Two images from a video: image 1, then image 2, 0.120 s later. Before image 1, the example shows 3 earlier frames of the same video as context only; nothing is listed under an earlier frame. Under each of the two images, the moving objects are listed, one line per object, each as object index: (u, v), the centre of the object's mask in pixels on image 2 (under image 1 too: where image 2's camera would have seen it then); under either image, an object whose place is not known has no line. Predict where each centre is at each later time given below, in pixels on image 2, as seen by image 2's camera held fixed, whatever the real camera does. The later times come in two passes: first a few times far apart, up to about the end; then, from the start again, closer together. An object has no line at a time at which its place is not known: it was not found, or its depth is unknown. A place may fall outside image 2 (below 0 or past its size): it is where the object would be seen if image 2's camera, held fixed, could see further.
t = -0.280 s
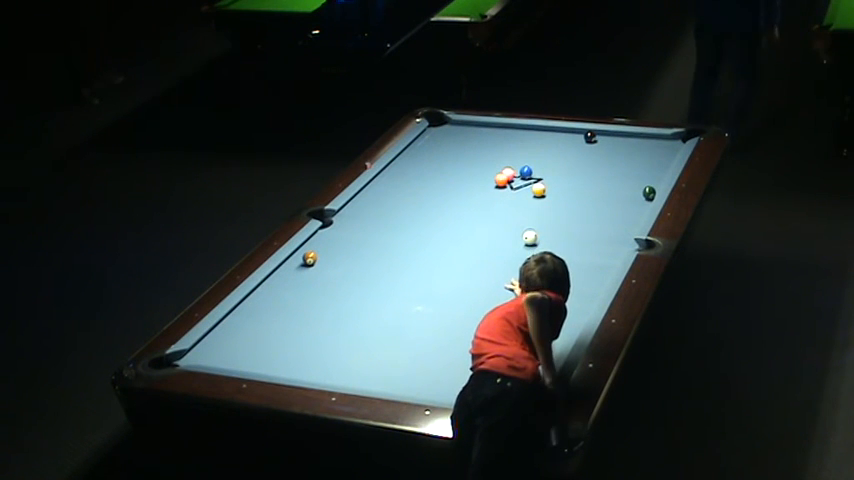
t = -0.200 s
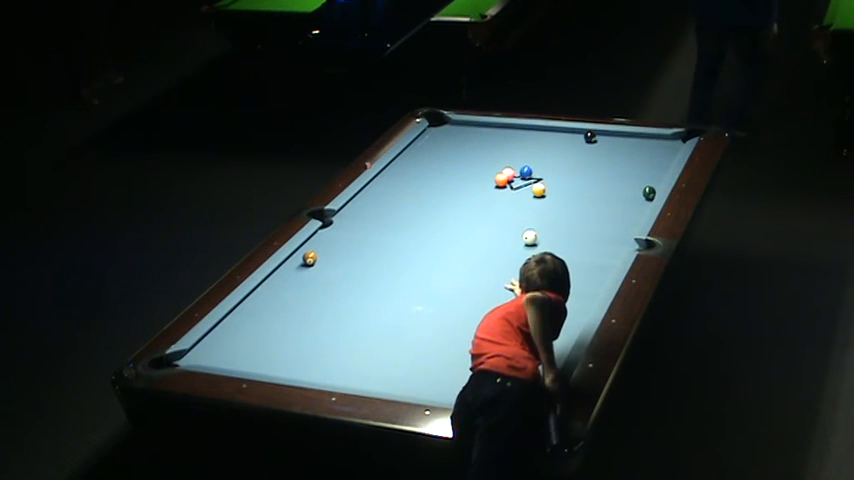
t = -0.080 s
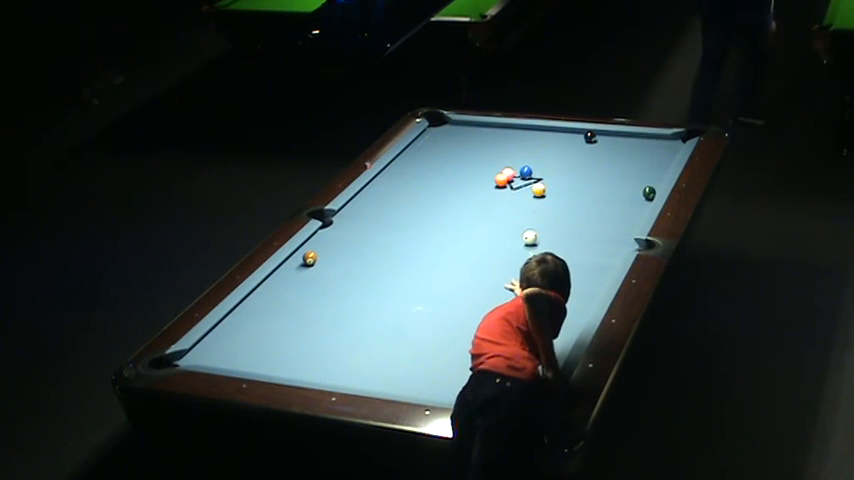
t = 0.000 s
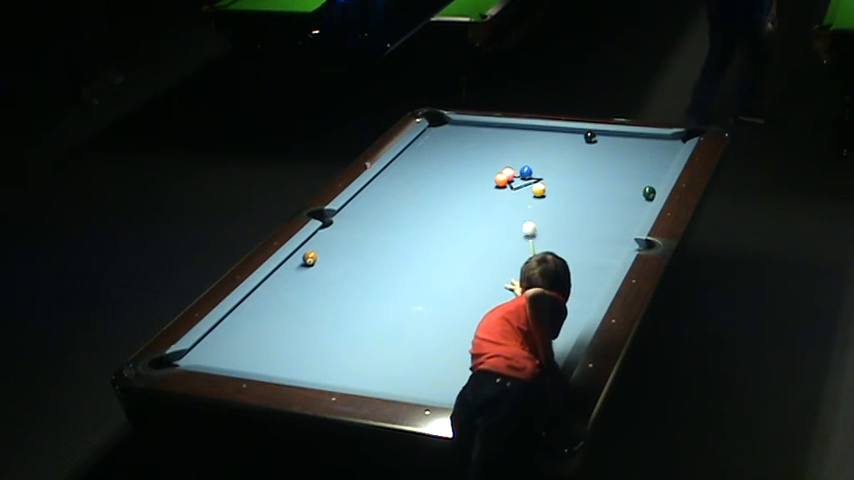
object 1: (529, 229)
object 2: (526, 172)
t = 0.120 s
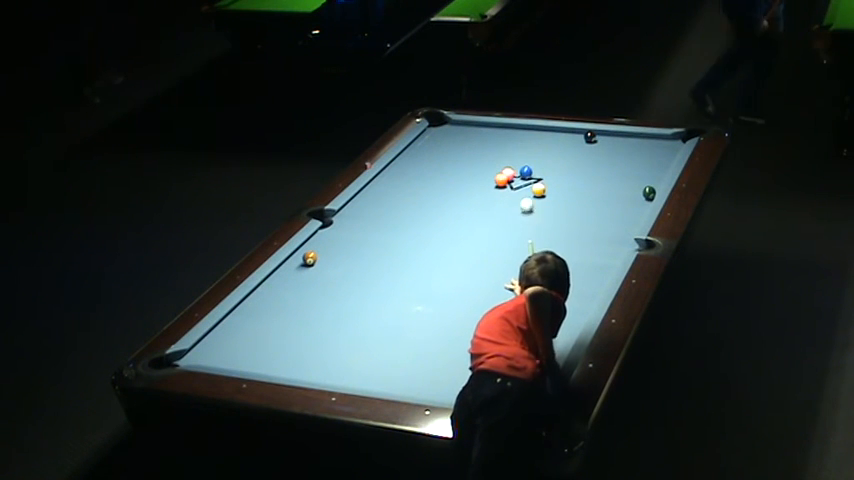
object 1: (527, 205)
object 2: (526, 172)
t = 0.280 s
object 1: (524, 181)
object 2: (526, 170)
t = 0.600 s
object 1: (519, 175)
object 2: (530, 154)
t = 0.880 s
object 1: (520, 175)
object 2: (534, 139)
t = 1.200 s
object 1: (520, 174)
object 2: (531, 132)
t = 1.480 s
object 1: (520, 174)
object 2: (519, 138)
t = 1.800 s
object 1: (520, 174)
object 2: (505, 146)
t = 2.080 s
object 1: (521, 172)
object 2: (494, 153)
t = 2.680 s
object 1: (520, 174)
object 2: (470, 164)
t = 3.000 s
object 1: (520, 174)
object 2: (460, 173)
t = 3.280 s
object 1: (520, 174)
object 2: (451, 177)
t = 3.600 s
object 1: (520, 174)
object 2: (442, 183)
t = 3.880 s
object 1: (520, 174)
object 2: (434, 187)
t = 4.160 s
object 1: (520, 175)
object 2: (428, 191)
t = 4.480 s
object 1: (520, 174)
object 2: (421, 195)
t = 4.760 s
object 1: (520, 175)
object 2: (416, 198)
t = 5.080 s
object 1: (520, 174)
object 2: (411, 201)
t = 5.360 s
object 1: (520, 174)
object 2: (408, 202)
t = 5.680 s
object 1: (520, 174)
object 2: (406, 204)
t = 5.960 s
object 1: (520, 174)
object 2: (405, 205)
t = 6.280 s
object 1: (520, 174)
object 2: (405, 205)
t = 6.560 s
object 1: (520, 174)
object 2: (405, 205)
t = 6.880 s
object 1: (520, 174)
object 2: (405, 205)
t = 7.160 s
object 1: (520, 174)
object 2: (405, 205)
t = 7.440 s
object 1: (520, 175)
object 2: (405, 205)
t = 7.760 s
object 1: (520, 175)
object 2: (405, 205)
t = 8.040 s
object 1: (520, 175)
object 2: (405, 205)
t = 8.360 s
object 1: (520, 175)
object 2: (405, 205)
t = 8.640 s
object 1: (520, 174)
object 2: (405, 205)
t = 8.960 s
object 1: (520, 174)
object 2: (405, 205)
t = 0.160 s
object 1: (526, 199)
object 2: (525, 172)
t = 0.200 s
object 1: (526, 193)
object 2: (525, 172)
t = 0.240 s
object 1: (524, 187)
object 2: (525, 172)
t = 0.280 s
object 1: (524, 181)
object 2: (526, 170)
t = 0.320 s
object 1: (523, 177)
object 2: (527, 169)
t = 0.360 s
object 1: (522, 176)
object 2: (527, 167)
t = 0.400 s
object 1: (521, 176)
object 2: (528, 166)
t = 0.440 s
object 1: (520, 177)
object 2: (528, 163)
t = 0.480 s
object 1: (520, 176)
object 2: (528, 161)
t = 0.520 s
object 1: (520, 176)
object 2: (529, 159)
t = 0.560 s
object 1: (519, 176)
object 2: (529, 156)
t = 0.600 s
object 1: (519, 175)
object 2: (530, 154)
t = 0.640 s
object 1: (519, 175)
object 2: (531, 152)
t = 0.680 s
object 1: (520, 175)
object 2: (531, 149)
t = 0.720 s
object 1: (519, 175)
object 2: (532, 147)
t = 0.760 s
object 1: (519, 175)
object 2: (532, 145)
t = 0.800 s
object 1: (520, 175)
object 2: (533, 142)
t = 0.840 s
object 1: (520, 175)
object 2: (533, 140)
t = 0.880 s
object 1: (520, 175)
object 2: (534, 139)
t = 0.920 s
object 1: (520, 175)
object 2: (534, 136)
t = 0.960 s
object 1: (520, 175)
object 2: (535, 134)
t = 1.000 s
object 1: (520, 175)
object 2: (535, 133)
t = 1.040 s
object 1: (520, 175)
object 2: (536, 130)
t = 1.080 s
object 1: (520, 175)
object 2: (537, 129)
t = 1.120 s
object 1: (520, 175)
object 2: (535, 129)
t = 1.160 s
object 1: (520, 175)
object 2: (533, 130)
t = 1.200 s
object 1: (520, 174)
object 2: (531, 132)
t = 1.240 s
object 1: (520, 174)
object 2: (530, 133)
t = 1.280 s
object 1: (520, 174)
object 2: (528, 133)
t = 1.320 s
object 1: (520, 174)
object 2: (526, 134)
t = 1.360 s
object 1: (520, 174)
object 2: (524, 135)
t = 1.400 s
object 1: (520, 174)
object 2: (522, 137)
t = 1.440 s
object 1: (520, 174)
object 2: (520, 137)
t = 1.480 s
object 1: (520, 174)
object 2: (519, 138)
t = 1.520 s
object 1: (520, 174)
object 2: (517, 139)
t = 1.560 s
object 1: (520, 174)
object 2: (515, 140)
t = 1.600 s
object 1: (520, 174)
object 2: (514, 141)
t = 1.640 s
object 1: (520, 174)
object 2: (512, 142)
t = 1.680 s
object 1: (520, 174)
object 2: (511, 143)
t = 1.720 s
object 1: (520, 174)
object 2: (509, 144)
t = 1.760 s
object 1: (520, 174)
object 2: (507, 145)
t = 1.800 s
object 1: (520, 174)
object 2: (505, 146)
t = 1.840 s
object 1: (520, 174)
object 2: (504, 147)
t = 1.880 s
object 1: (520, 174)
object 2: (502, 148)
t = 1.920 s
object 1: (520, 174)
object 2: (500, 149)
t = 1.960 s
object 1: (520, 174)
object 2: (499, 150)
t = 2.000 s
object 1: (520, 174)
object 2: (497, 151)
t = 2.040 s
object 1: (521, 173)
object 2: (496, 152)
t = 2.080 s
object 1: (521, 172)
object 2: (494, 153)
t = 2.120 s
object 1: (521, 171)
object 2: (492, 154)
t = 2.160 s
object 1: (522, 170)
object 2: (491, 155)
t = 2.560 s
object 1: (522, 174)
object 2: (475, 162)
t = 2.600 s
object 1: (521, 174)
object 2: (473, 163)
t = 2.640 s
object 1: (521, 174)
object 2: (472, 163)
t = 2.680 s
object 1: (520, 174)
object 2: (470, 164)
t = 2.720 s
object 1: (520, 174)
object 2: (469, 167)
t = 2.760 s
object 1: (520, 174)
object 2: (468, 168)
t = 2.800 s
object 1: (520, 174)
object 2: (467, 168)
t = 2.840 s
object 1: (520, 174)
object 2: (465, 169)
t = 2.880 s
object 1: (520, 174)
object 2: (464, 170)
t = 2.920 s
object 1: (520, 174)
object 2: (463, 171)
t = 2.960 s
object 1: (520, 174)
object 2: (461, 172)
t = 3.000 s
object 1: (520, 174)
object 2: (460, 173)
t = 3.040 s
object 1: (520, 174)
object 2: (459, 173)
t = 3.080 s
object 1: (520, 174)
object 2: (457, 174)
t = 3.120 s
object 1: (520, 174)
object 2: (456, 175)
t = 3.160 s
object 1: (520, 174)
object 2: (455, 175)
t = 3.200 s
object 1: (520, 174)
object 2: (454, 176)
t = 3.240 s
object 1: (520, 174)
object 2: (453, 177)
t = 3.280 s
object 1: (520, 174)
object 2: (451, 177)
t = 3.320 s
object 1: (520, 174)
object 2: (450, 178)
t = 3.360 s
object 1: (520, 174)
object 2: (449, 179)
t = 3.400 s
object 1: (520, 174)
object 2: (448, 180)
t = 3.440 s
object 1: (520, 174)
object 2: (447, 181)
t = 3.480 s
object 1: (520, 174)
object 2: (446, 181)
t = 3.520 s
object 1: (520, 174)
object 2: (444, 182)
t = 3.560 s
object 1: (520, 174)
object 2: (443, 182)
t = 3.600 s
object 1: (520, 174)
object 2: (442, 183)
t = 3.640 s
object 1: (520, 174)
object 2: (441, 183)
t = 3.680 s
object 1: (520, 174)
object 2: (440, 184)
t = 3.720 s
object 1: (520, 174)
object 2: (438, 185)
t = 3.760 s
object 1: (520, 174)
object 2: (437, 186)
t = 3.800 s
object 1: (520, 175)
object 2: (436, 186)
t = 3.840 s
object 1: (520, 174)
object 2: (435, 187)
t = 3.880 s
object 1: (520, 174)
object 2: (434, 187)
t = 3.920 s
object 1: (520, 174)
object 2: (433, 188)
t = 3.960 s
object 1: (520, 174)
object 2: (432, 189)
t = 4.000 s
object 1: (520, 174)
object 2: (431, 189)
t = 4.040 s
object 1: (520, 175)
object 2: (430, 190)
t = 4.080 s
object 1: (520, 174)
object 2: (429, 190)
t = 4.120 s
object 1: (520, 174)
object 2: (429, 191)
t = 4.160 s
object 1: (520, 175)
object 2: (428, 191)
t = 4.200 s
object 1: (520, 175)
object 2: (427, 192)
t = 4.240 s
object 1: (520, 174)
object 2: (426, 192)
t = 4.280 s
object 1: (520, 175)
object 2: (425, 193)
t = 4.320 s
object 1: (520, 175)
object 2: (424, 193)
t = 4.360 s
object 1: (520, 175)
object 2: (424, 194)
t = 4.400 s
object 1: (520, 175)
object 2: (423, 194)
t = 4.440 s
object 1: (520, 174)
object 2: (422, 195)
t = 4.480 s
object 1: (520, 174)
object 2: (421, 195)
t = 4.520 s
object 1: (520, 174)
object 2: (420, 196)
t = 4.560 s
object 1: (520, 175)
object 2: (420, 196)
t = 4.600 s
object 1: (520, 175)
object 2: (419, 197)
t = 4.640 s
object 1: (520, 175)
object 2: (418, 197)
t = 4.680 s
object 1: (520, 175)
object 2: (417, 197)
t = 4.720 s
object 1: (520, 175)
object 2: (417, 197)
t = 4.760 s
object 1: (520, 175)
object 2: (416, 198)
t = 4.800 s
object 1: (520, 175)
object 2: (416, 198)
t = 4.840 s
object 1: (520, 175)
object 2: (415, 199)
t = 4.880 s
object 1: (520, 175)
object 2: (414, 199)
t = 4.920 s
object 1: (520, 174)
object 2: (414, 199)
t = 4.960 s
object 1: (520, 174)
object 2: (413, 200)
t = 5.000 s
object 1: (520, 174)
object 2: (413, 200)
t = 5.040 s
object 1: (520, 174)
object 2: (412, 200)
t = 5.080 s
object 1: (520, 174)
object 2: (411, 201)
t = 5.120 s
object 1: (520, 174)
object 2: (411, 201)
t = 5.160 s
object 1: (520, 174)
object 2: (411, 201)
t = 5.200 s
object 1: (520, 174)
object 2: (410, 201)
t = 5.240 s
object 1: (520, 174)
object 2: (410, 201)
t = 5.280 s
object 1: (520, 174)
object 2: (409, 202)
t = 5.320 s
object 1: (520, 174)
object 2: (409, 202)
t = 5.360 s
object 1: (520, 174)
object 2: (408, 202)
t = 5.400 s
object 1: (520, 174)
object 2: (408, 203)
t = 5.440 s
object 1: (520, 174)
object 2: (408, 203)
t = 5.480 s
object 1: (520, 174)
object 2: (407, 203)
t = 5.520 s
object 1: (520, 174)
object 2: (407, 203)
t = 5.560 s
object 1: (520, 174)
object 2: (407, 203)
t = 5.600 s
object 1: (520, 174)
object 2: (406, 203)
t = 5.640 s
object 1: (520, 174)
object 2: (406, 204)
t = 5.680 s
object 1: (520, 174)
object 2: (406, 204)
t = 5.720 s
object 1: (520, 174)
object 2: (406, 204)
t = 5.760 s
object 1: (520, 174)
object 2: (406, 204)
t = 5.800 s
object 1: (520, 174)
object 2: (405, 204)
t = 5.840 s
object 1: (520, 174)
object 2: (405, 204)
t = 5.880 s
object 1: (520, 174)
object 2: (405, 204)
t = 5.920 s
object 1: (520, 174)
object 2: (405, 205)
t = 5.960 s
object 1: (520, 174)
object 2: (405, 205)
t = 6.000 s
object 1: (520, 174)
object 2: (405, 205)
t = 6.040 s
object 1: (520, 174)
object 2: (405, 205)
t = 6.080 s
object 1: (520, 174)
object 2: (405, 205)
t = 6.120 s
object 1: (520, 174)
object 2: (405, 205)
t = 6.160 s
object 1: (520, 174)
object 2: (405, 205)
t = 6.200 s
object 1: (520, 174)
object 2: (405, 205)
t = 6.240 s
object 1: (520, 174)
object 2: (405, 205)
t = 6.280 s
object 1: (520, 174)
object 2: (405, 205)
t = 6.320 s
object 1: (520, 174)
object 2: (405, 205)
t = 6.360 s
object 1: (520, 174)
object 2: (405, 205)
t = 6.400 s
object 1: (520, 174)
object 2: (405, 205)
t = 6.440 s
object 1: (520, 174)
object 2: (405, 205)
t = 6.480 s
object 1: (520, 174)
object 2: (405, 205)
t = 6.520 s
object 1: (520, 174)
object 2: (405, 205)
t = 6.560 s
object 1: (520, 174)
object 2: (405, 205)
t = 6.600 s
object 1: (520, 174)
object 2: (405, 205)
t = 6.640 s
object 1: (520, 174)
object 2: (405, 205)
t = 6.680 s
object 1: (520, 174)
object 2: (405, 205)
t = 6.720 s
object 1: (520, 174)
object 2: (405, 205)
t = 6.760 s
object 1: (520, 174)
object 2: (405, 205)
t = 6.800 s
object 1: (520, 174)
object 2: (405, 205)
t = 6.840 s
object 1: (520, 174)
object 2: (405, 205)
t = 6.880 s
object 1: (520, 174)
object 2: (405, 205)
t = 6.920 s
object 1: (520, 174)
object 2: (405, 205)
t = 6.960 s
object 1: (520, 174)
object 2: (405, 205)
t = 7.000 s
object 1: (520, 174)
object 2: (405, 205)
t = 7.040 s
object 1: (520, 174)
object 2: (405, 205)
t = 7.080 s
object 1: (520, 174)
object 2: (405, 205)
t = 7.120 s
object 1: (520, 174)
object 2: (405, 205)
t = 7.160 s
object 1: (520, 174)
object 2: (405, 205)
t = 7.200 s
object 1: (520, 174)
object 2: (405, 205)
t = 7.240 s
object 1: (520, 174)
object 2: (405, 205)
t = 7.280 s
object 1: (520, 175)
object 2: (405, 205)
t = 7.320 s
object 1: (520, 175)
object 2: (405, 205)
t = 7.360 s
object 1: (520, 175)
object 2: (405, 205)
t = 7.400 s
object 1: (520, 175)
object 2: (405, 205)
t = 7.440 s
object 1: (520, 175)
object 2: (405, 205)
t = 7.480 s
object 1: (520, 175)
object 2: (405, 205)
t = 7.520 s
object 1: (520, 175)
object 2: (405, 205)
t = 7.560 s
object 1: (520, 175)
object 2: (405, 205)
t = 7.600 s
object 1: (520, 175)
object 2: (405, 205)
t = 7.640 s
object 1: (520, 175)
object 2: (405, 205)
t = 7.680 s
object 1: (520, 175)
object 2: (405, 205)
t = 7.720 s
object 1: (520, 175)
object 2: (405, 205)
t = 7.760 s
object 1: (520, 175)
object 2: (405, 205)
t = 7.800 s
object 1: (520, 175)
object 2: (405, 205)
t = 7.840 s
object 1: (520, 175)
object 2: (405, 205)
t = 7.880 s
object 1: (520, 175)
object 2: (405, 205)
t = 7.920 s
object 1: (520, 175)
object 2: (405, 205)
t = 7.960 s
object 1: (520, 175)
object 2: (405, 205)
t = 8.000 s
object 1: (520, 175)
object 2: (405, 205)
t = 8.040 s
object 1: (520, 175)
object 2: (405, 205)
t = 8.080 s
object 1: (520, 175)
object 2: (405, 205)
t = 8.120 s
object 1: (520, 175)
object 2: (405, 205)
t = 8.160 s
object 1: (520, 175)
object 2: (405, 205)
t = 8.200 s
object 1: (520, 175)
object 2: (405, 205)
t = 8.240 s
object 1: (520, 175)
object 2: (405, 205)
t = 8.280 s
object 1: (520, 175)
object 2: (405, 205)
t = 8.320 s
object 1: (520, 175)
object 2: (405, 205)
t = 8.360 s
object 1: (520, 175)
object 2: (405, 205)
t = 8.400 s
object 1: (520, 175)
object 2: (405, 205)
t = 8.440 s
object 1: (520, 175)
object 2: (405, 205)
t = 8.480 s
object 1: (520, 175)
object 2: (405, 205)
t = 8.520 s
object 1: (520, 175)
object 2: (405, 205)
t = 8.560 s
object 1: (520, 175)
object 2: (405, 205)
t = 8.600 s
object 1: (520, 174)
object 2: (405, 205)
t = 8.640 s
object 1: (520, 174)
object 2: (405, 205)
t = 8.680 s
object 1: (520, 174)
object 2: (405, 205)
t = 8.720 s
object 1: (520, 174)
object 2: (405, 205)
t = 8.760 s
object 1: (520, 174)
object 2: (405, 205)
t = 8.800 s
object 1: (520, 175)
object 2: (405, 205)
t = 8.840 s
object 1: (520, 175)
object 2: (405, 205)
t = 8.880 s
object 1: (520, 174)
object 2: (405, 205)
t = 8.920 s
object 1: (520, 174)
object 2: (405, 205)
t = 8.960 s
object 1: (520, 174)
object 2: (405, 205)
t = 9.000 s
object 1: (520, 174)
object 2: (405, 204)
